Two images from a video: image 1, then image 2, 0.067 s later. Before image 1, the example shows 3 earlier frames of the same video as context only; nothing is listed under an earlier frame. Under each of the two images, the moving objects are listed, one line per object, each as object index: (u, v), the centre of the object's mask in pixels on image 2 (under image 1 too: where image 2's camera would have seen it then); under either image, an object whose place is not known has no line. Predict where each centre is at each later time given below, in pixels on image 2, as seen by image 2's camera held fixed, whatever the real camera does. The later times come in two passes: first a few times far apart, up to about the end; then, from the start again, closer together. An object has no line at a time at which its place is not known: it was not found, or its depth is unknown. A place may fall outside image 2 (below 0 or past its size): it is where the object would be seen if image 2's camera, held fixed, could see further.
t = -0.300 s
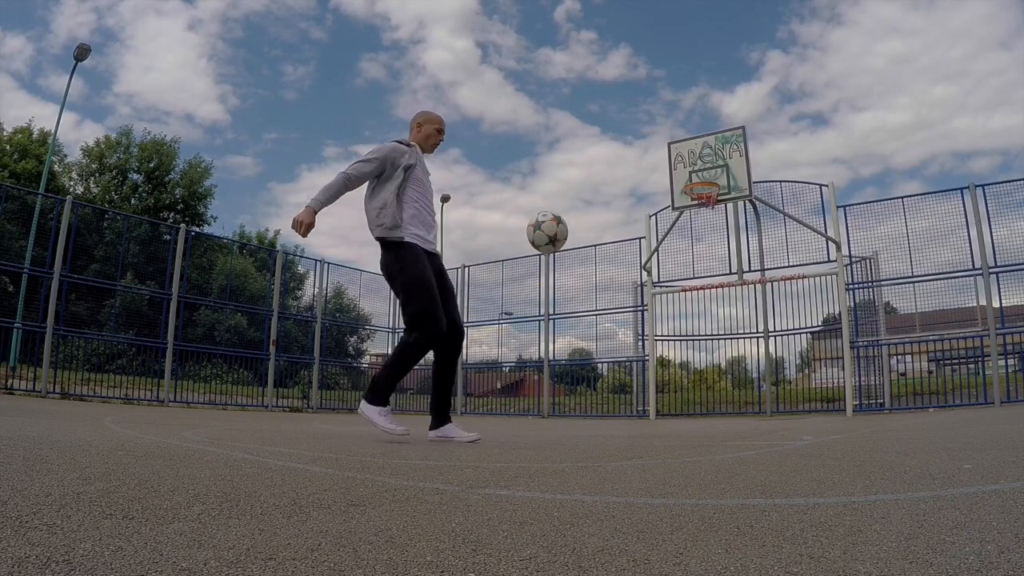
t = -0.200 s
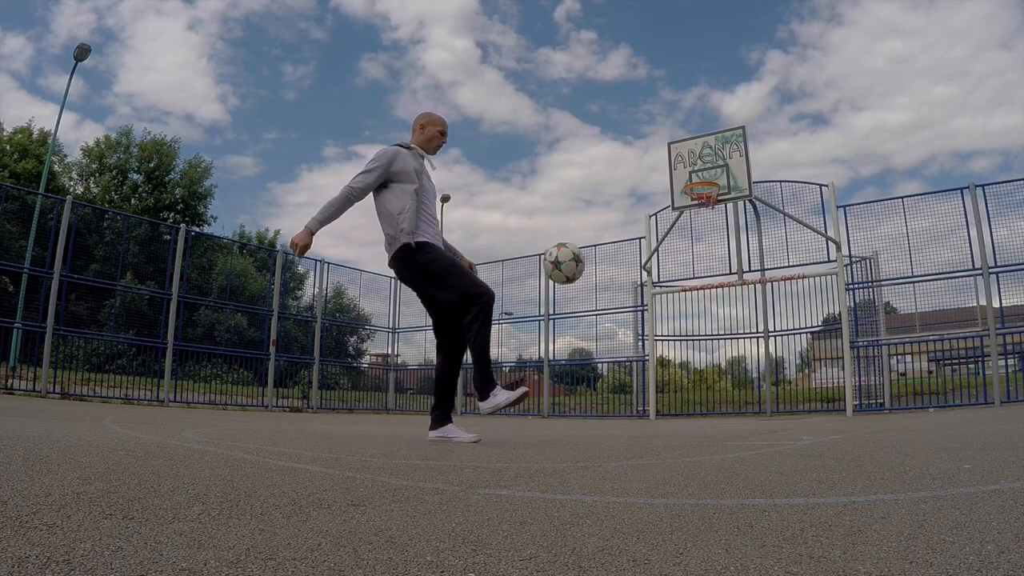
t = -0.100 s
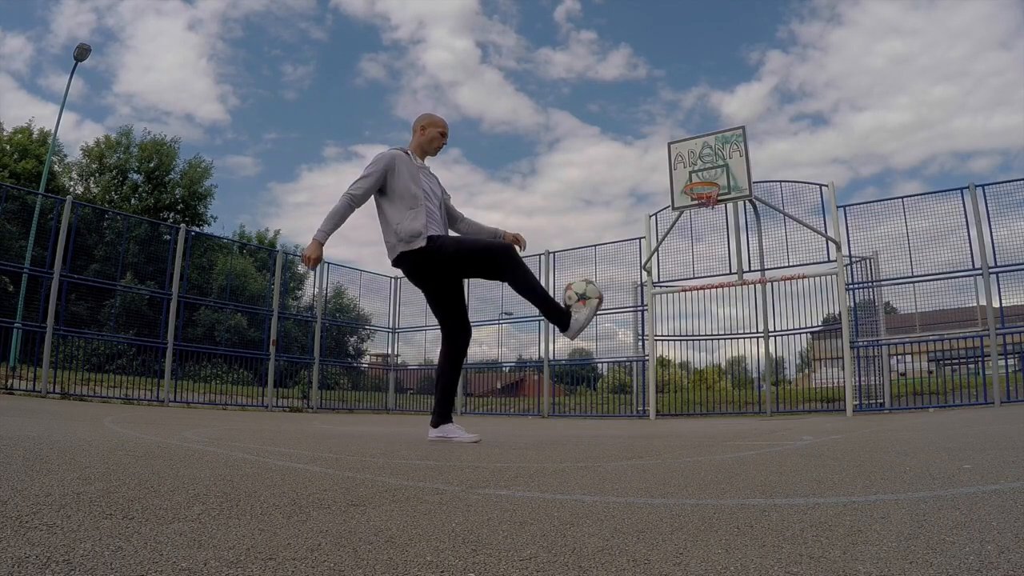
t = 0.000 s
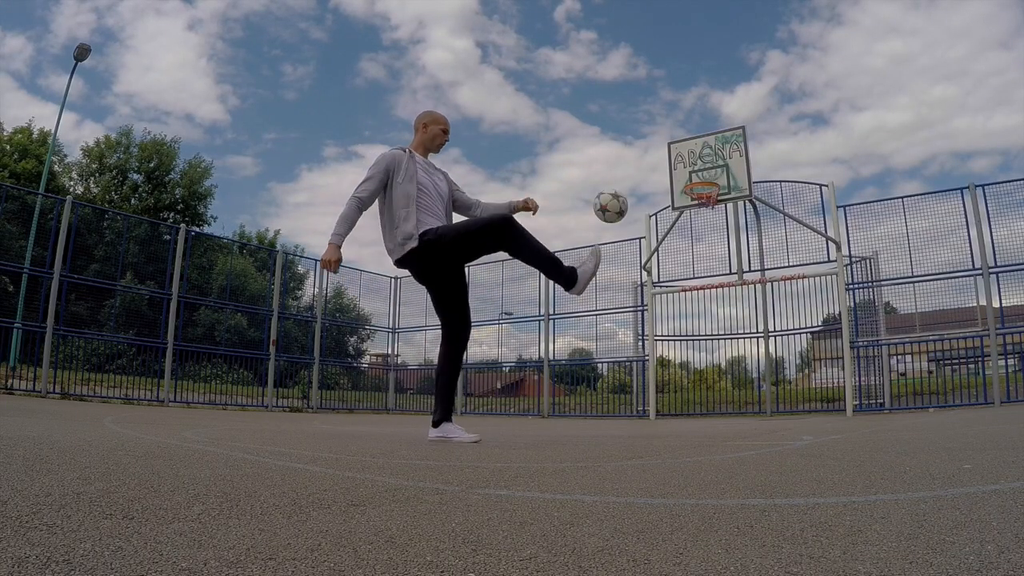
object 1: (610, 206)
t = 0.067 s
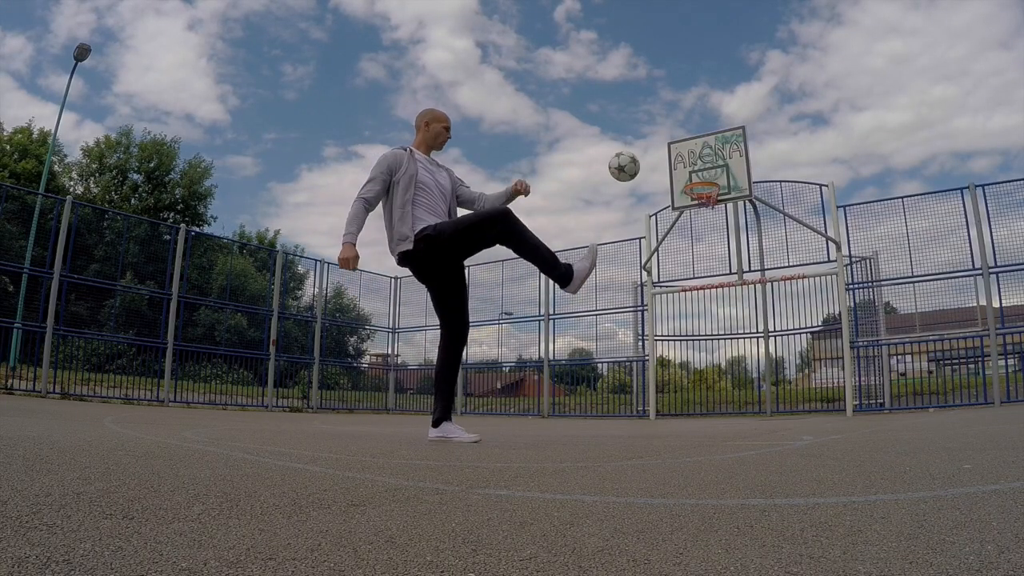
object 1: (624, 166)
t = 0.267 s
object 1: (652, 110)
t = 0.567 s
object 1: (681, 118)
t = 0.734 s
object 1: (695, 148)
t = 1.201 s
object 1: (704, 210)
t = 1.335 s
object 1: (712, 238)
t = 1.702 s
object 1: (736, 383)
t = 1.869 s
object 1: (740, 375)
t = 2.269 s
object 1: (744, 303)
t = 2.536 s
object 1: (750, 323)
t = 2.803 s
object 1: (756, 394)
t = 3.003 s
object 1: (759, 379)
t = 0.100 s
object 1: (630, 151)
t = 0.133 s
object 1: (635, 139)
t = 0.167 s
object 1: (640, 129)
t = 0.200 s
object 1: (644, 120)
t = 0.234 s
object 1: (648, 114)
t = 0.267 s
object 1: (652, 110)
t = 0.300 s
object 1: (656, 107)
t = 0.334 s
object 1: (659, 104)
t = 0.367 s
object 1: (662, 104)
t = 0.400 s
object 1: (665, 103)
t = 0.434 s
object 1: (669, 105)
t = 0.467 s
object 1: (672, 107)
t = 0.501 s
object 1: (675, 110)
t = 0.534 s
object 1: (678, 113)
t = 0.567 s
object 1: (681, 118)
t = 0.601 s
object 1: (684, 123)
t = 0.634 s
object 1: (686, 129)
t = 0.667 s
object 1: (689, 135)
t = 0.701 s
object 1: (691, 142)
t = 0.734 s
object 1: (695, 148)
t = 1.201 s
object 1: (704, 210)
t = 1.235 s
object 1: (706, 215)
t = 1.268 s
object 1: (709, 223)
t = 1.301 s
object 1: (710, 229)
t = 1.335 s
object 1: (712, 238)
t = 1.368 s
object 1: (715, 247)
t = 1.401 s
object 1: (717, 256)
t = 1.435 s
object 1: (719, 266)
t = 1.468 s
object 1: (721, 278)
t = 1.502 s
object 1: (724, 291)
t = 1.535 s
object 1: (726, 303)
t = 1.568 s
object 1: (728, 318)
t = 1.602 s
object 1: (730, 333)
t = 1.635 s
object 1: (732, 349)
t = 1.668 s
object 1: (734, 364)
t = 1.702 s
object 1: (736, 383)
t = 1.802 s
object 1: (739, 399)
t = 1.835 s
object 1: (740, 386)
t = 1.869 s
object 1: (740, 375)
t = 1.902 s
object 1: (740, 362)
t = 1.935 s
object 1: (741, 353)
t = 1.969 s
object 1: (741, 345)
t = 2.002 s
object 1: (741, 337)
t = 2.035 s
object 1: (741, 329)
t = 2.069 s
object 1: (742, 324)
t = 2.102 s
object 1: (742, 318)
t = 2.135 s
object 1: (742, 314)
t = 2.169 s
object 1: (743, 310)
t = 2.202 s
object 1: (743, 307)
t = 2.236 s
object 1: (744, 304)
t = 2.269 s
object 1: (744, 303)
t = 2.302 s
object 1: (745, 303)
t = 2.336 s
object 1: (745, 303)
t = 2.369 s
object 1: (746, 305)
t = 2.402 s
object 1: (747, 307)
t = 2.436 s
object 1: (748, 309)
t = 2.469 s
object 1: (748, 313)
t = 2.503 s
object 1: (749, 318)
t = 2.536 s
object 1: (750, 323)
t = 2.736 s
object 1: (756, 371)
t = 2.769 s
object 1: (756, 383)
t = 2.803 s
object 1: (756, 394)
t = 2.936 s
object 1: (758, 394)
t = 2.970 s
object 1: (759, 386)
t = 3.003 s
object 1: (759, 379)
